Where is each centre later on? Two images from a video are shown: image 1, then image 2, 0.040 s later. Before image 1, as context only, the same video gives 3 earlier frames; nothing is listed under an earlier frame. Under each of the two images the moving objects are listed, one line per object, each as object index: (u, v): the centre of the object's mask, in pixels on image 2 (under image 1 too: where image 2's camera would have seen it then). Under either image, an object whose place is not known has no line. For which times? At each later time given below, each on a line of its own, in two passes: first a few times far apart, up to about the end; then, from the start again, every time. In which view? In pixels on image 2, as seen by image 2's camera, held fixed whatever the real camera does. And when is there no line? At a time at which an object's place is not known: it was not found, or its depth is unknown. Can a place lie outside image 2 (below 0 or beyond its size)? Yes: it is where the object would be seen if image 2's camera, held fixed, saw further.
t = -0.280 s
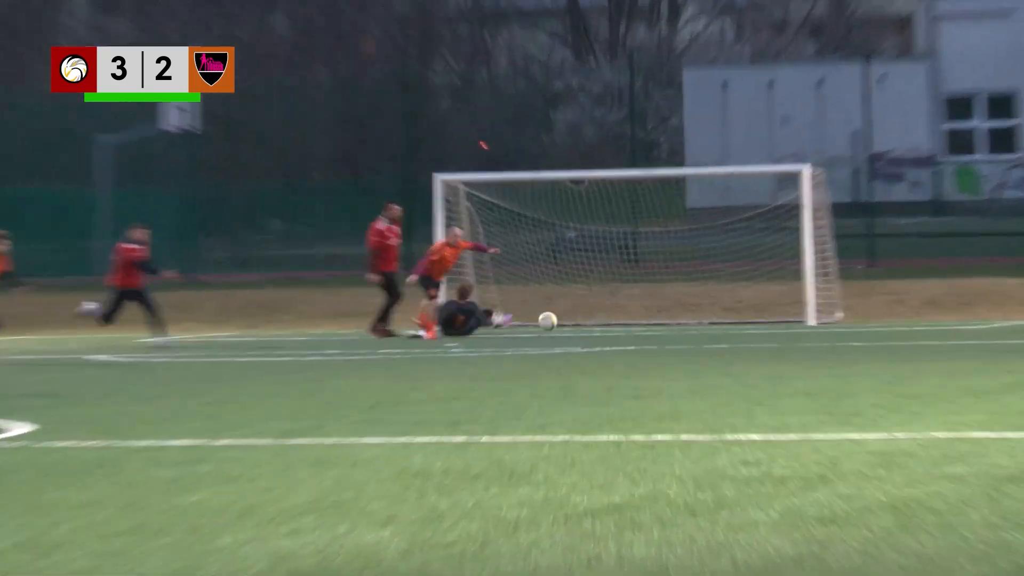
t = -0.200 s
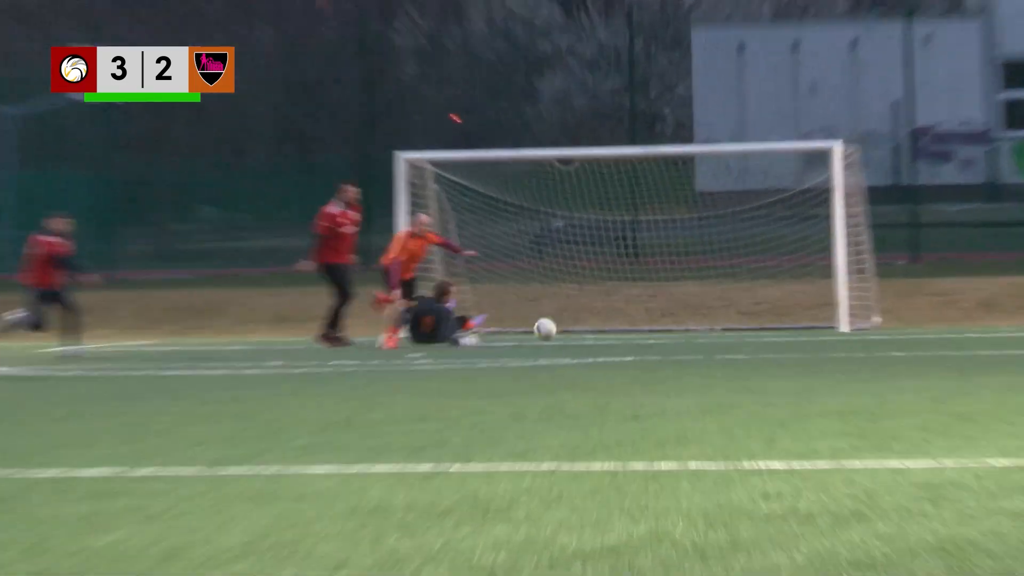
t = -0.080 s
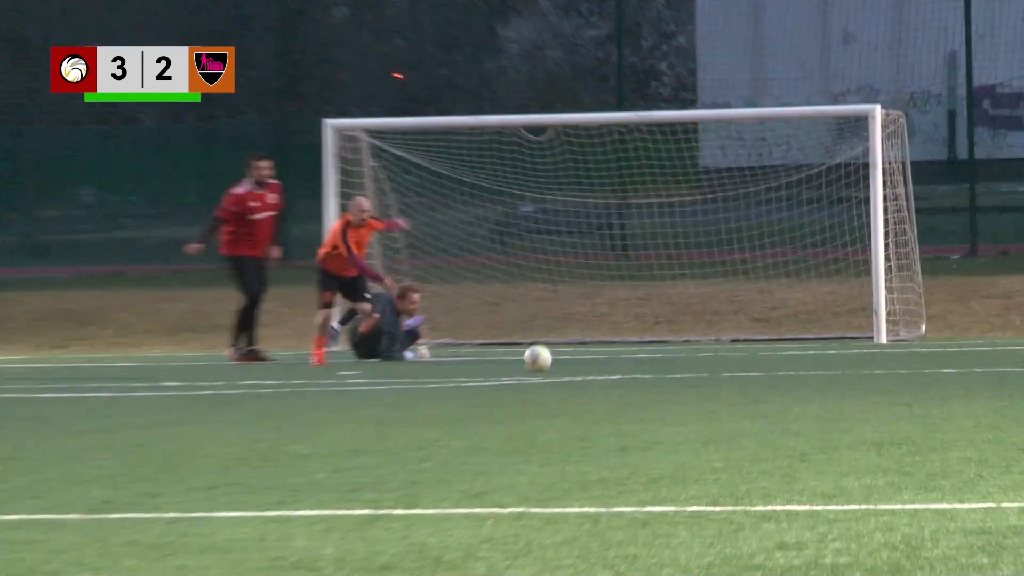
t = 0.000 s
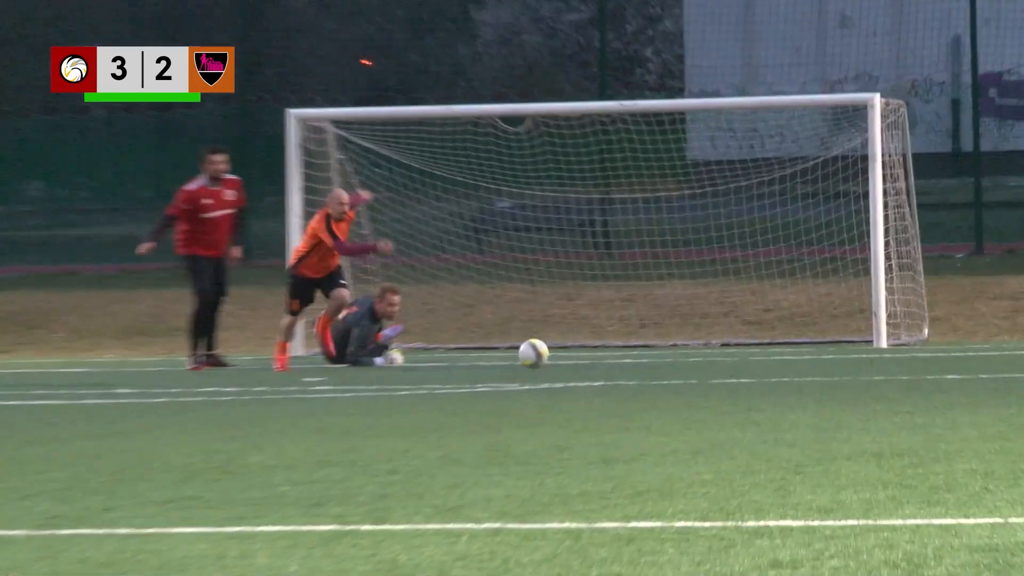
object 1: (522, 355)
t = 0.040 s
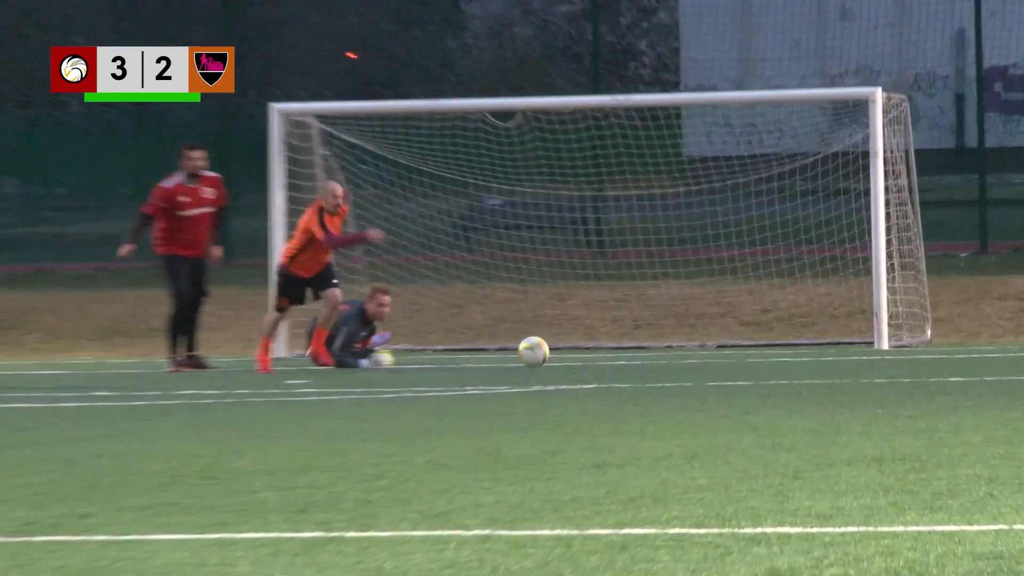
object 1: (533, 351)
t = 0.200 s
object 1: (574, 362)
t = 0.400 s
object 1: (622, 360)
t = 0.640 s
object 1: (677, 371)
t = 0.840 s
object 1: (730, 370)
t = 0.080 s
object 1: (542, 350)
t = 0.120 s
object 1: (554, 352)
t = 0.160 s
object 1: (564, 354)
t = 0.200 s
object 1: (574, 362)
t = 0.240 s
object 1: (585, 368)
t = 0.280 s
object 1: (595, 366)
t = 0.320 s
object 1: (604, 363)
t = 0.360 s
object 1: (614, 360)
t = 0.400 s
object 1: (622, 360)
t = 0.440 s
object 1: (630, 364)
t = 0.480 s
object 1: (639, 369)
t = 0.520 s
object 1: (647, 369)
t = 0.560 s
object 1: (655, 368)
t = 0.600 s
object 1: (666, 369)
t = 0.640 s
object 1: (677, 371)
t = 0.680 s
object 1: (688, 370)
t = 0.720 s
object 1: (698, 370)
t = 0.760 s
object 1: (709, 371)
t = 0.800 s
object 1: (720, 370)
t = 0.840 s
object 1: (730, 370)
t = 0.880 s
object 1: (741, 371)
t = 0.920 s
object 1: (752, 370)
